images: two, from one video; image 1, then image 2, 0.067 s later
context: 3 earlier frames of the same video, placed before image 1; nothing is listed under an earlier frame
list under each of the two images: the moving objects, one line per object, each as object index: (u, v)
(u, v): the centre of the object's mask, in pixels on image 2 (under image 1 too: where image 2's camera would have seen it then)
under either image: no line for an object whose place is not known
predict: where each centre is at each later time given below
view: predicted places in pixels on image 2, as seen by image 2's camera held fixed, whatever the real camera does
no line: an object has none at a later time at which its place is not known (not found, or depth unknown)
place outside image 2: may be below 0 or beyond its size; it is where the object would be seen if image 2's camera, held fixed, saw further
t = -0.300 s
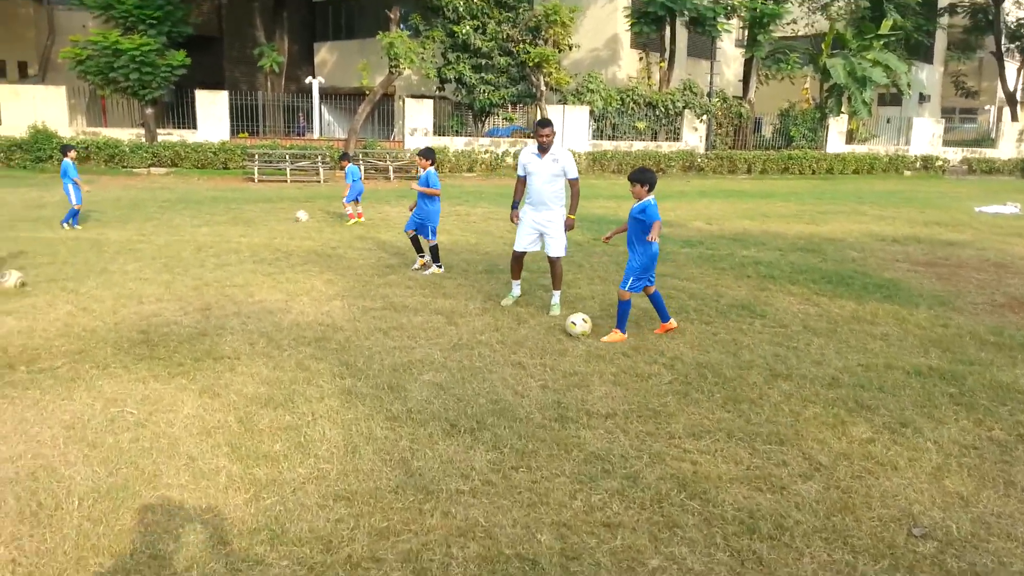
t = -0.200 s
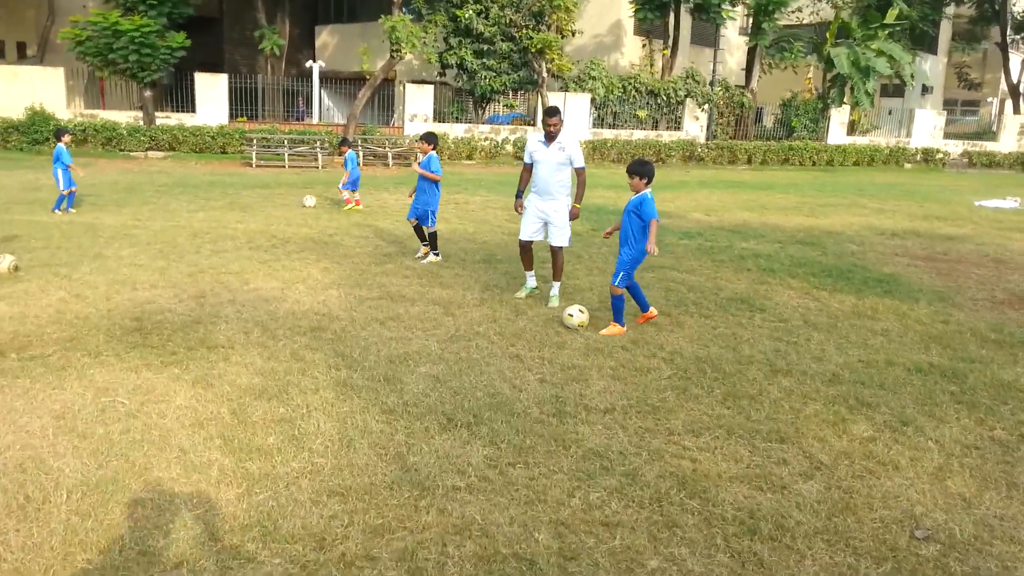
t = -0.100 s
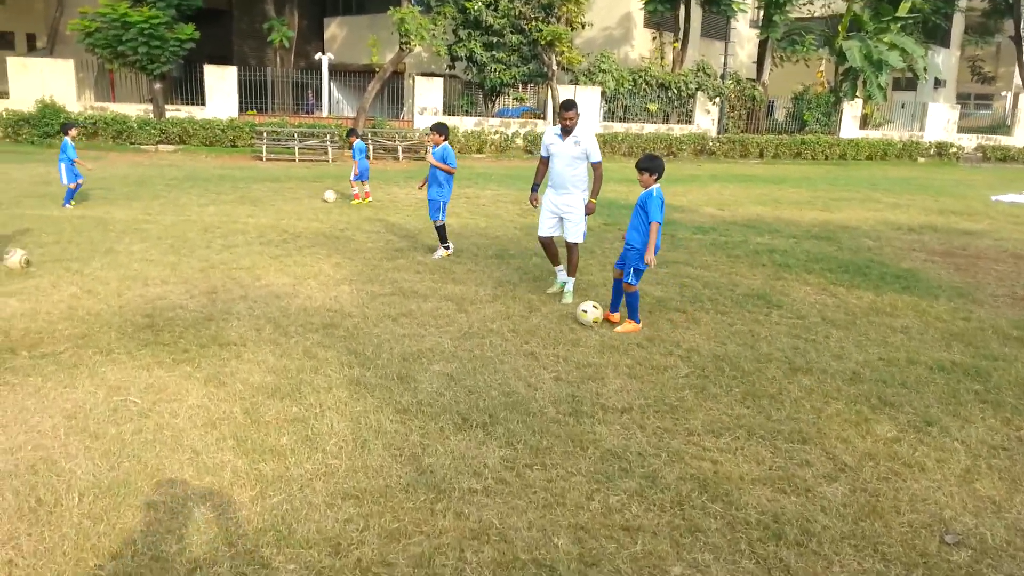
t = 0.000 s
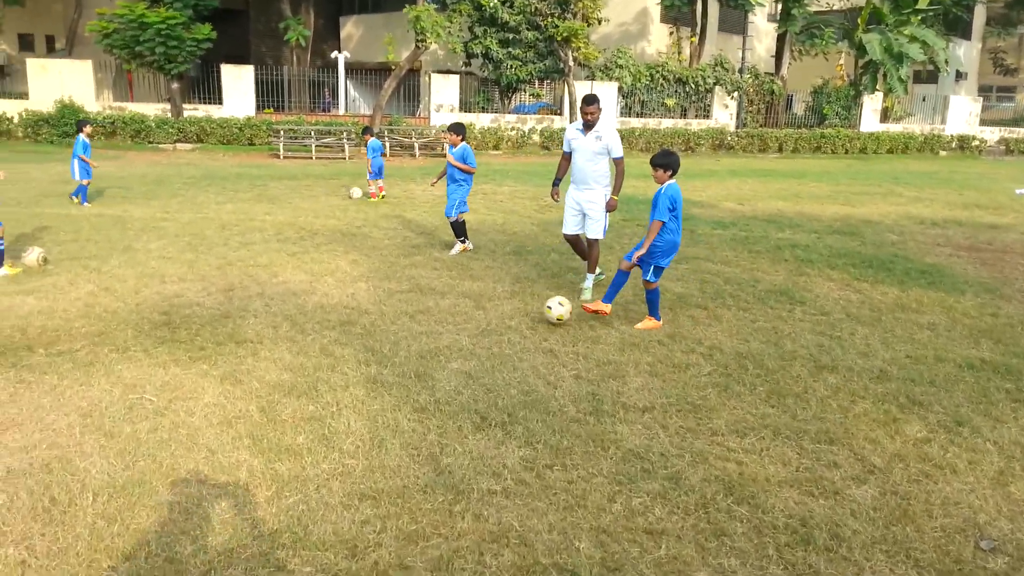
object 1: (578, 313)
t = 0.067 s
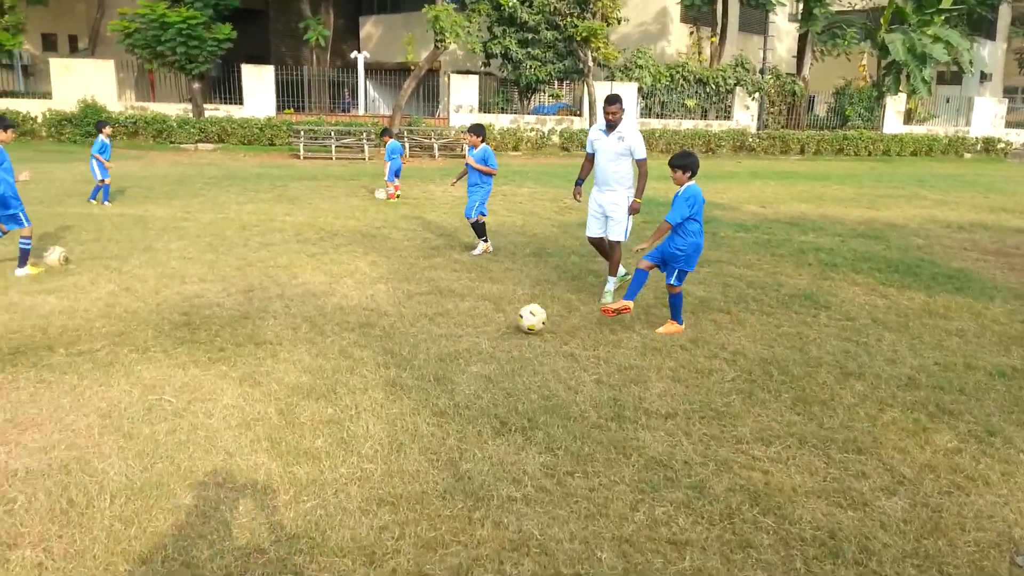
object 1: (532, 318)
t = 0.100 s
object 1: (508, 323)
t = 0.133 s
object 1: (485, 327)
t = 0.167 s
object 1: (466, 326)
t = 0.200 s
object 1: (447, 328)
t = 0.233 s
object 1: (427, 330)
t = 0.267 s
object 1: (406, 332)
